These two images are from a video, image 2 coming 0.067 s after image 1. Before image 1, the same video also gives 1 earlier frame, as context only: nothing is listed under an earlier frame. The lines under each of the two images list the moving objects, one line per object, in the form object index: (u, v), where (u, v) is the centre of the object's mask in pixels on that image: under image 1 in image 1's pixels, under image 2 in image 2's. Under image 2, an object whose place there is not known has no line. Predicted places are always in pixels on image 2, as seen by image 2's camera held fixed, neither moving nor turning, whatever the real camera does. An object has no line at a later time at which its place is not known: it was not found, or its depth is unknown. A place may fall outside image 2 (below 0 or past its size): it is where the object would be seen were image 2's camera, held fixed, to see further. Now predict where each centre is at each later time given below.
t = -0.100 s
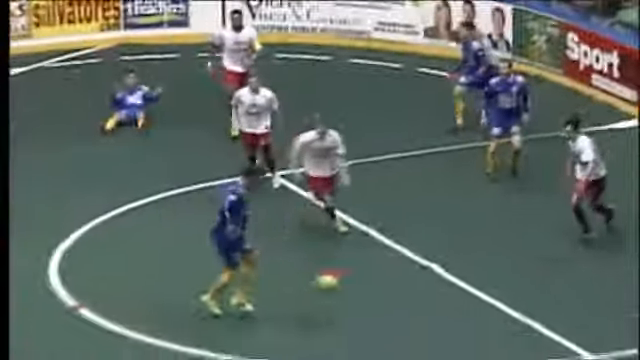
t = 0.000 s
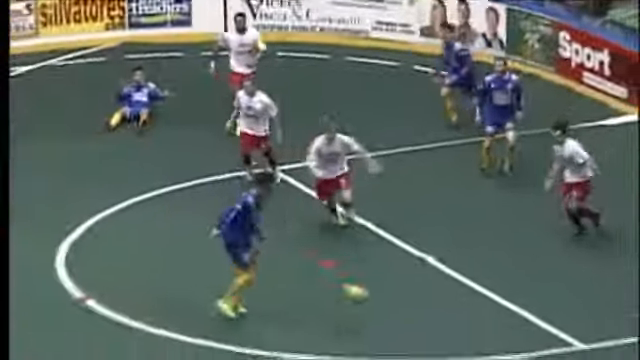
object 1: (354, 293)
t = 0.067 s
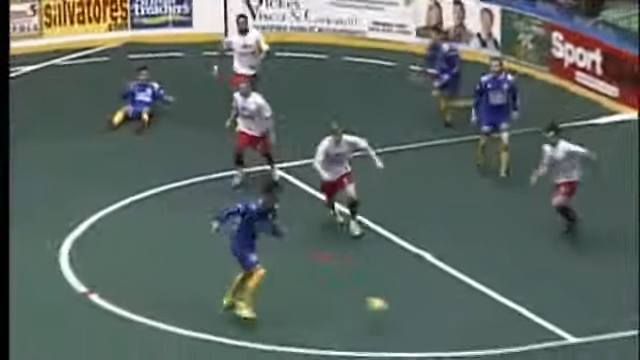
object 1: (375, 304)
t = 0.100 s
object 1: (383, 310)
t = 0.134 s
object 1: (398, 324)
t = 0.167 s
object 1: (409, 333)
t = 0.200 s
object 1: (414, 331)
